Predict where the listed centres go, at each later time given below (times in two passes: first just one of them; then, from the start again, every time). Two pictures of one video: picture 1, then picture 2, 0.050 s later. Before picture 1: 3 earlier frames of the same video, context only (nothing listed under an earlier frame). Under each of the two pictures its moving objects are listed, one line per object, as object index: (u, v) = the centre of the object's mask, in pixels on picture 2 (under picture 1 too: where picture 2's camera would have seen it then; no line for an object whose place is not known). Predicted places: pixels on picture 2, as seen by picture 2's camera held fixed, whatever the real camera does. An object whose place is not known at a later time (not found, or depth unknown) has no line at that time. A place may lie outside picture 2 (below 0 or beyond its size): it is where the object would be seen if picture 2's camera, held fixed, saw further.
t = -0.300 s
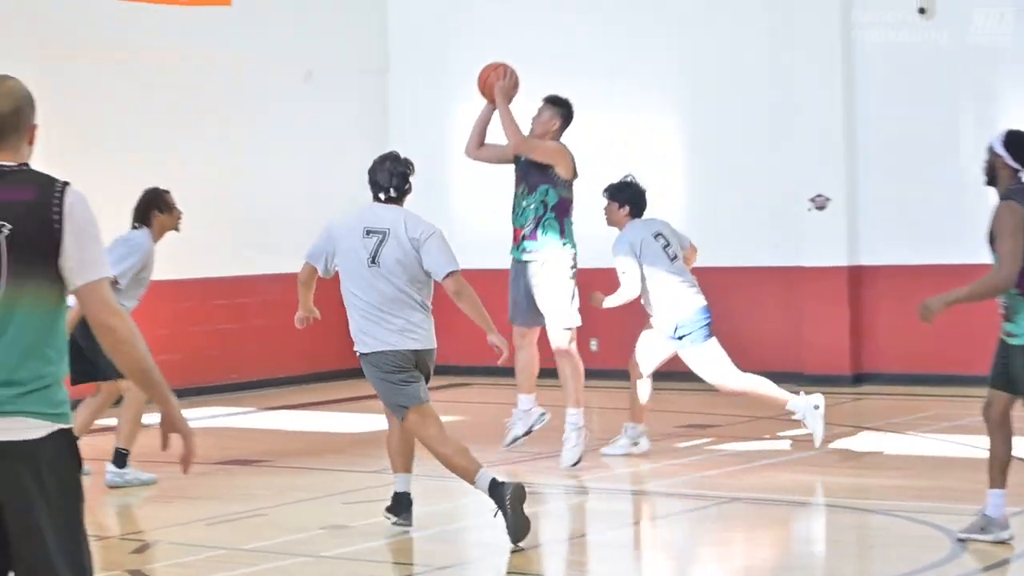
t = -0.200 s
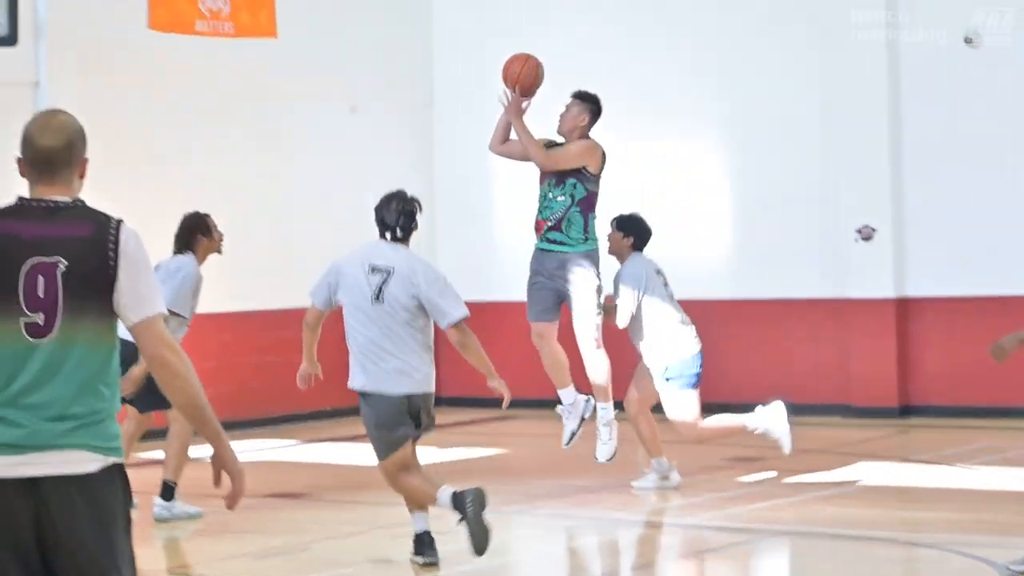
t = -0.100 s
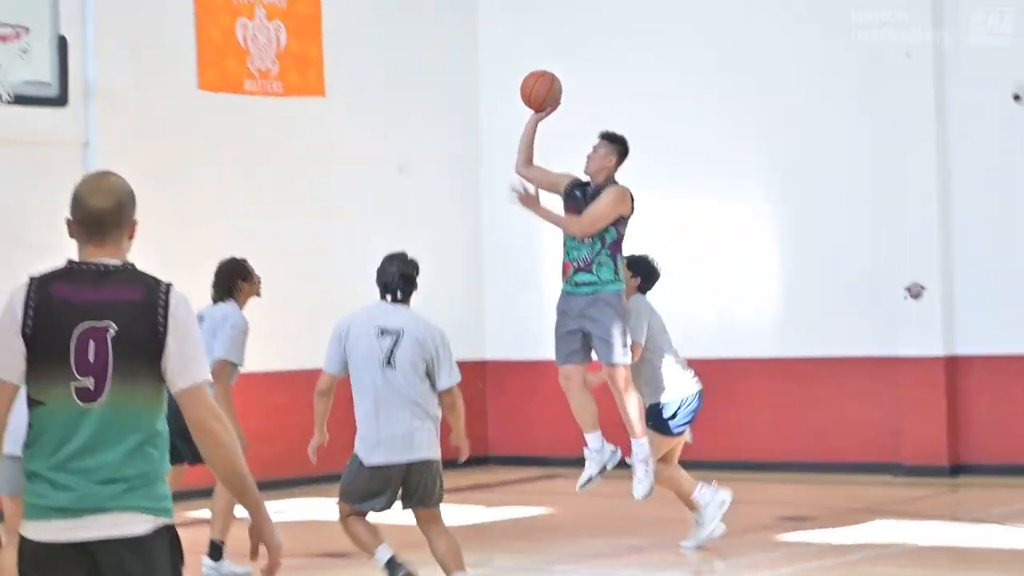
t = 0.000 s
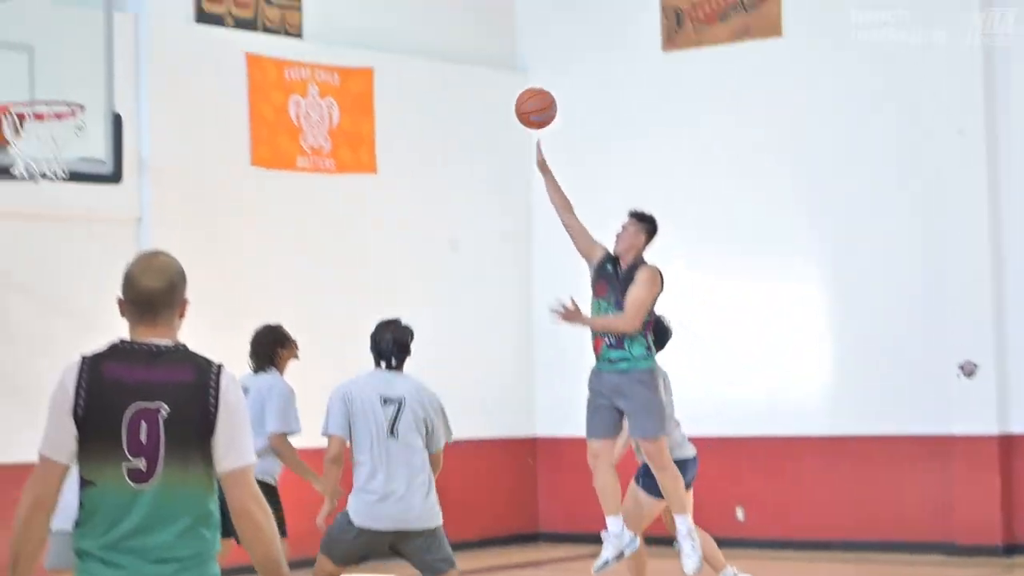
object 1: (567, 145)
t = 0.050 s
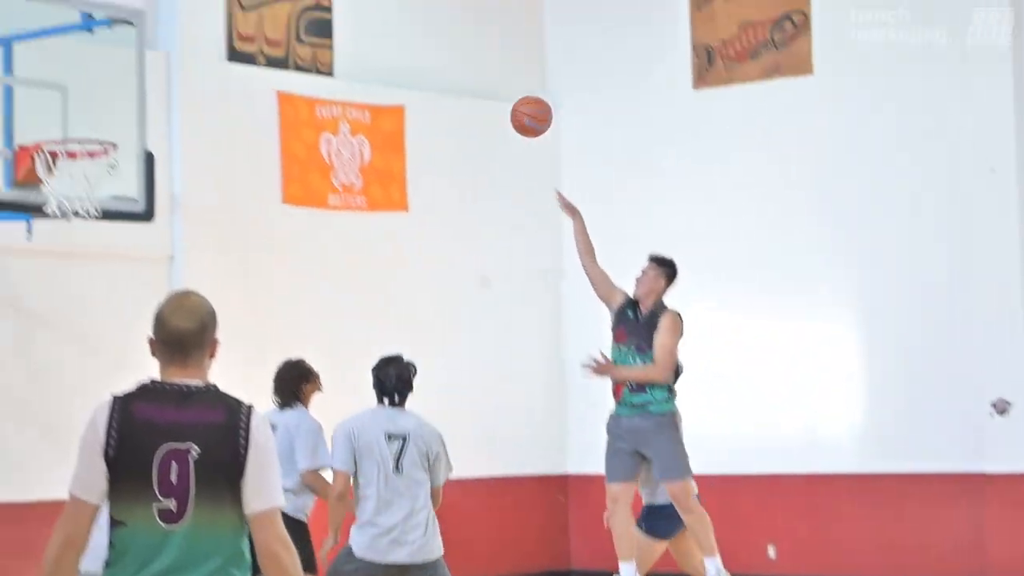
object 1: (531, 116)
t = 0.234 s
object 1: (404, 47)
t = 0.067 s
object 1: (519, 108)
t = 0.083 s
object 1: (508, 101)
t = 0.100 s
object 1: (496, 93)
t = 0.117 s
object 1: (484, 85)
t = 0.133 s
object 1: (473, 79)
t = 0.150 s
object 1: (461, 73)
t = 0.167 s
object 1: (450, 67)
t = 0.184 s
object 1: (438, 61)
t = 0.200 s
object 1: (427, 56)
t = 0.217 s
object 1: (415, 51)
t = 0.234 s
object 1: (404, 47)
